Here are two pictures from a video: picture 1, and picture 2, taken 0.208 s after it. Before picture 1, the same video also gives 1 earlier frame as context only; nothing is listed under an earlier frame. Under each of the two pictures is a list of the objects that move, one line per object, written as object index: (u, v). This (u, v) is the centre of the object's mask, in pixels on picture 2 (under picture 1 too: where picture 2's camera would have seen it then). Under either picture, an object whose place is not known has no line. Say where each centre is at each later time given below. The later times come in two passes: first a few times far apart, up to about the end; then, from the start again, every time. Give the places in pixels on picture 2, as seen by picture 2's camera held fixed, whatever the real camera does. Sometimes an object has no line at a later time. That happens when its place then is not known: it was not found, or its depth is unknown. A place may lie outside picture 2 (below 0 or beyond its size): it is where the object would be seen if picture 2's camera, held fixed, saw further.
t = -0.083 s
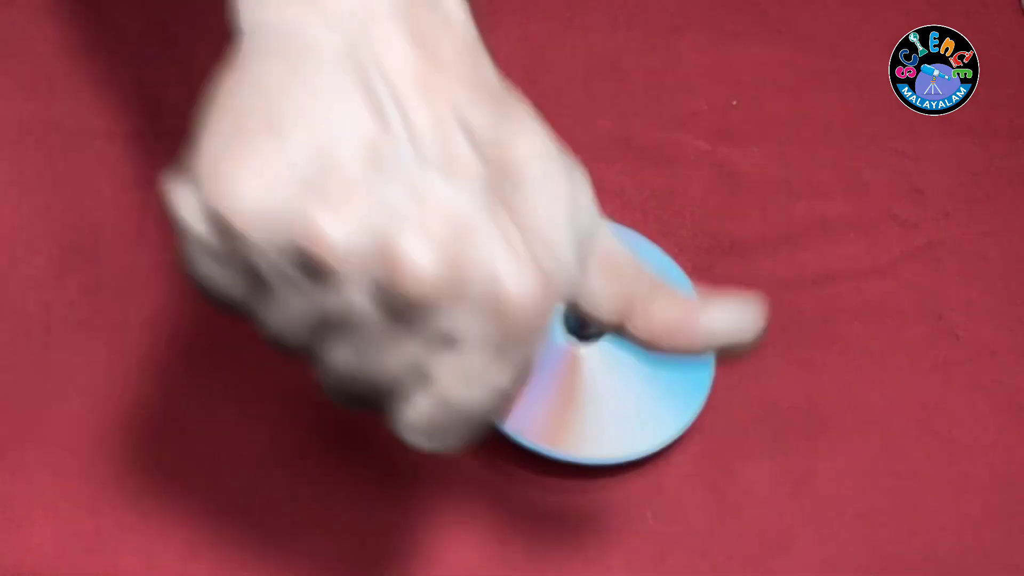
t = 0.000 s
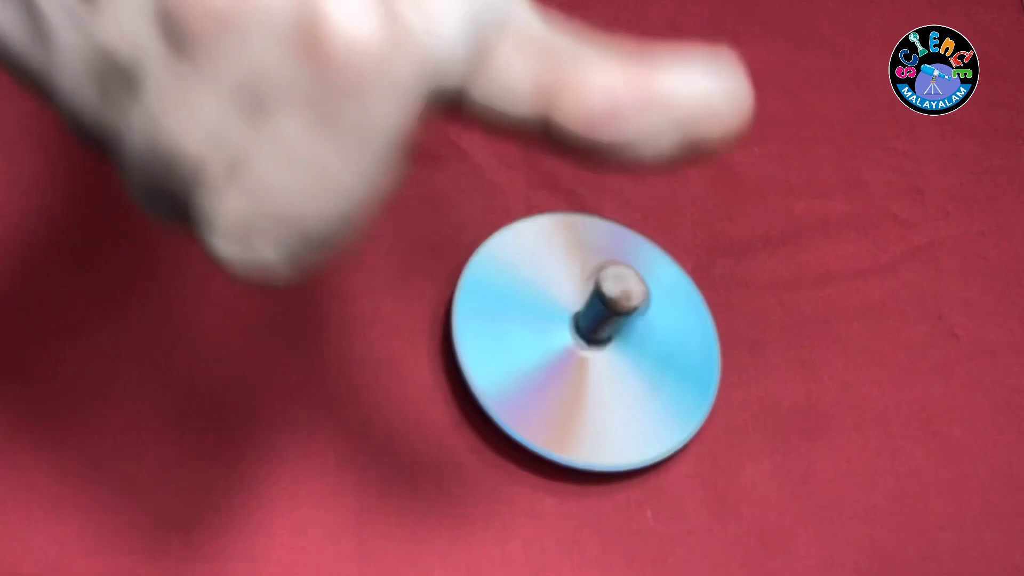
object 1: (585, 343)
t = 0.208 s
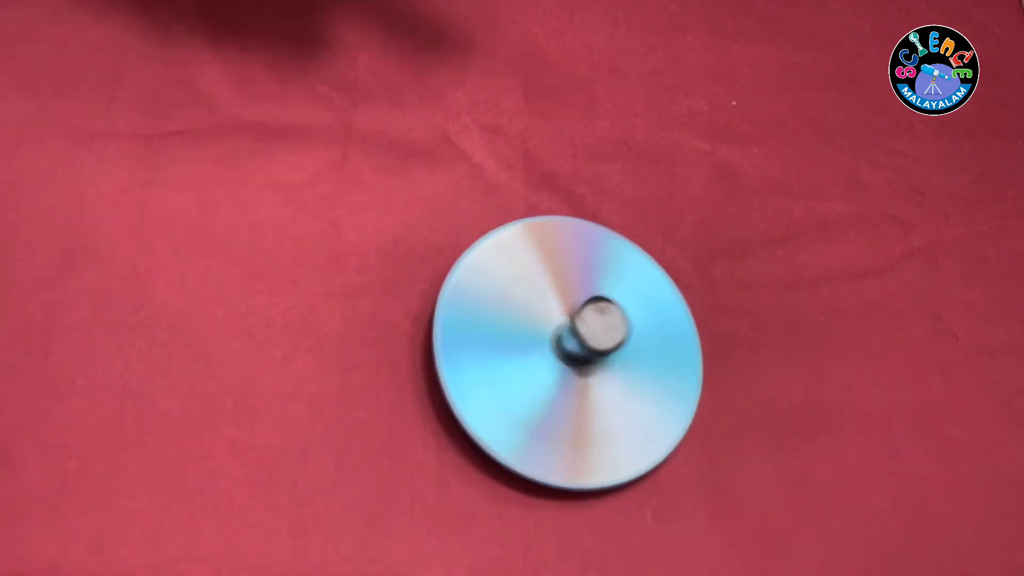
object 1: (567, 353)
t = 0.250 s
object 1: (561, 354)
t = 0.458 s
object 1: (521, 350)
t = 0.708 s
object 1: (475, 324)
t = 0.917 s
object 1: (456, 296)
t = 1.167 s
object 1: (437, 258)
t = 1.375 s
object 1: (429, 234)
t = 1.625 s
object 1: (419, 217)
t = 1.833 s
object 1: (427, 197)
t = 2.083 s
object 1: (424, 196)
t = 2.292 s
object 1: (423, 194)
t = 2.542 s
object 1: (422, 195)
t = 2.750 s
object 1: (432, 214)
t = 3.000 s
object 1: (421, 248)
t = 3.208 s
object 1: (416, 260)
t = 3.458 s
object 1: (428, 264)
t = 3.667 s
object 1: (423, 262)
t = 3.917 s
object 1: (403, 256)
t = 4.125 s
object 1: (375, 251)
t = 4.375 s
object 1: (355, 225)
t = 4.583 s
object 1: (352, 202)
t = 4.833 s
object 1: (361, 191)
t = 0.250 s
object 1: (561, 354)
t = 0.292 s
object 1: (556, 353)
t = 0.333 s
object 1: (549, 354)
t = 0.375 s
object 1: (535, 353)
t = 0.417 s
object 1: (528, 351)
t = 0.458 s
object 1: (521, 350)
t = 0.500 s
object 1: (513, 347)
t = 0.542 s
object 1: (499, 341)
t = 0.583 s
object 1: (495, 338)
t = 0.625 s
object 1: (488, 334)
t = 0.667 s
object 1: (484, 331)
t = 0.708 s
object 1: (475, 324)
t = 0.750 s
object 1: (470, 319)
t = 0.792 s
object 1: (468, 315)
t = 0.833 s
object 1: (463, 311)
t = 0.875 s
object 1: (460, 306)
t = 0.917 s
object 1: (456, 296)
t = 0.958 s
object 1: (454, 291)
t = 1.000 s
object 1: (452, 284)
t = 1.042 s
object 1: (447, 274)
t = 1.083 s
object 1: (443, 270)
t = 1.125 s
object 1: (438, 263)
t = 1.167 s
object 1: (437, 258)
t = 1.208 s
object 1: (435, 250)
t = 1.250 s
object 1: (432, 245)
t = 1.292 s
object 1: (431, 240)
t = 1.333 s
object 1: (429, 237)
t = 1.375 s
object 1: (429, 234)
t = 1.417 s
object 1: (426, 230)
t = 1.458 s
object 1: (425, 229)
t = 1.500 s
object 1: (423, 227)
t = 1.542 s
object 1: (423, 225)
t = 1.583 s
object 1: (420, 218)
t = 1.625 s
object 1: (419, 217)
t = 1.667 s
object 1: (419, 212)
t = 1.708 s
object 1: (419, 210)
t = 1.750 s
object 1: (425, 203)
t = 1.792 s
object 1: (425, 200)
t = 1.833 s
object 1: (427, 197)
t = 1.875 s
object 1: (426, 198)
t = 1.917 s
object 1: (425, 198)
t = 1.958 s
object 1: (422, 196)
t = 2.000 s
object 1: (423, 195)
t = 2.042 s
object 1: (422, 195)
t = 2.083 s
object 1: (424, 196)
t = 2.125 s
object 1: (424, 194)
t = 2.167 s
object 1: (426, 197)
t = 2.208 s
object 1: (424, 197)
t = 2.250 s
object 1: (425, 197)
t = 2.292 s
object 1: (423, 194)
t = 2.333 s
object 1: (425, 195)
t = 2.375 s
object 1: (423, 194)
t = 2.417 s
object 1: (424, 196)
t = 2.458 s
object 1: (423, 193)
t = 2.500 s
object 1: (425, 196)
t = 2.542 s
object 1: (422, 195)
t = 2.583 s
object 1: (424, 199)
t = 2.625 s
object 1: (424, 198)
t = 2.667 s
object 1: (426, 201)
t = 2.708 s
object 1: (425, 203)
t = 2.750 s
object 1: (432, 214)
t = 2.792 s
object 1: (433, 216)
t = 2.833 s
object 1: (433, 223)
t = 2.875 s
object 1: (430, 229)
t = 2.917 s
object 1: (427, 242)
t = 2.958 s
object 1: (423, 244)
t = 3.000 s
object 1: (421, 248)
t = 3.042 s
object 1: (416, 253)
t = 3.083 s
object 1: (415, 258)
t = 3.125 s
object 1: (414, 256)
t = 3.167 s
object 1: (416, 255)
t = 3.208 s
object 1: (416, 260)
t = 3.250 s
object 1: (421, 258)
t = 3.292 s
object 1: (423, 258)
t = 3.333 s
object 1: (425, 255)
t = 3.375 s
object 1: (427, 259)
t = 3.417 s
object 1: (427, 260)
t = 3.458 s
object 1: (428, 264)
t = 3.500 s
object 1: (426, 257)
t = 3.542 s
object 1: (427, 254)
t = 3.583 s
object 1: (424, 257)
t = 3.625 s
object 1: (423, 261)
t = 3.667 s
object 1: (423, 262)
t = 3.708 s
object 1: (422, 256)
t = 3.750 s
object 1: (418, 260)
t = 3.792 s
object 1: (416, 258)
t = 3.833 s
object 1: (414, 260)
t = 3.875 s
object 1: (409, 262)
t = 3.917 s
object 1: (403, 256)
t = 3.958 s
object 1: (398, 257)
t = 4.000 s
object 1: (394, 254)
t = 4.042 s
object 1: (391, 254)
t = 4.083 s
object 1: (379, 251)
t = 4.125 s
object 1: (375, 251)
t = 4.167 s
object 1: (370, 248)
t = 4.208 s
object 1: (364, 243)
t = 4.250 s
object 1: (360, 237)
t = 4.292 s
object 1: (356, 231)
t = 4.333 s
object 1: (357, 229)
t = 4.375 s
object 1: (355, 225)
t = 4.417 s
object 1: (354, 217)
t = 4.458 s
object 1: (351, 215)
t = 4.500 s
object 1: (350, 211)
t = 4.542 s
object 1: (352, 208)
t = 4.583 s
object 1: (352, 202)
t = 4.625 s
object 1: (355, 197)
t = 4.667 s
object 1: (356, 197)
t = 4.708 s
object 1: (357, 194)
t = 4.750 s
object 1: (363, 192)
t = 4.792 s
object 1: (361, 193)
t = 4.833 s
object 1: (361, 191)
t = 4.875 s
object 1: (364, 193)
